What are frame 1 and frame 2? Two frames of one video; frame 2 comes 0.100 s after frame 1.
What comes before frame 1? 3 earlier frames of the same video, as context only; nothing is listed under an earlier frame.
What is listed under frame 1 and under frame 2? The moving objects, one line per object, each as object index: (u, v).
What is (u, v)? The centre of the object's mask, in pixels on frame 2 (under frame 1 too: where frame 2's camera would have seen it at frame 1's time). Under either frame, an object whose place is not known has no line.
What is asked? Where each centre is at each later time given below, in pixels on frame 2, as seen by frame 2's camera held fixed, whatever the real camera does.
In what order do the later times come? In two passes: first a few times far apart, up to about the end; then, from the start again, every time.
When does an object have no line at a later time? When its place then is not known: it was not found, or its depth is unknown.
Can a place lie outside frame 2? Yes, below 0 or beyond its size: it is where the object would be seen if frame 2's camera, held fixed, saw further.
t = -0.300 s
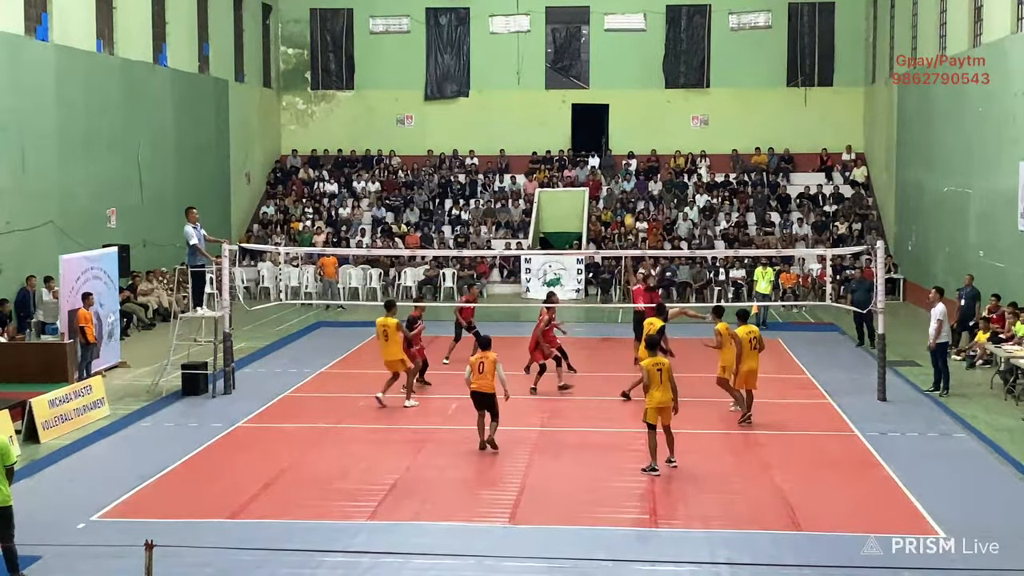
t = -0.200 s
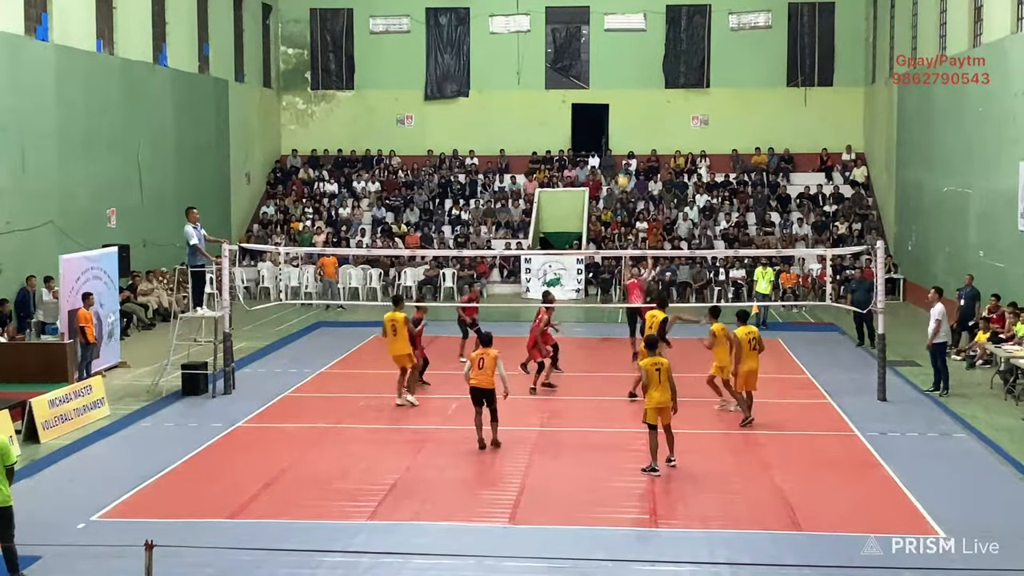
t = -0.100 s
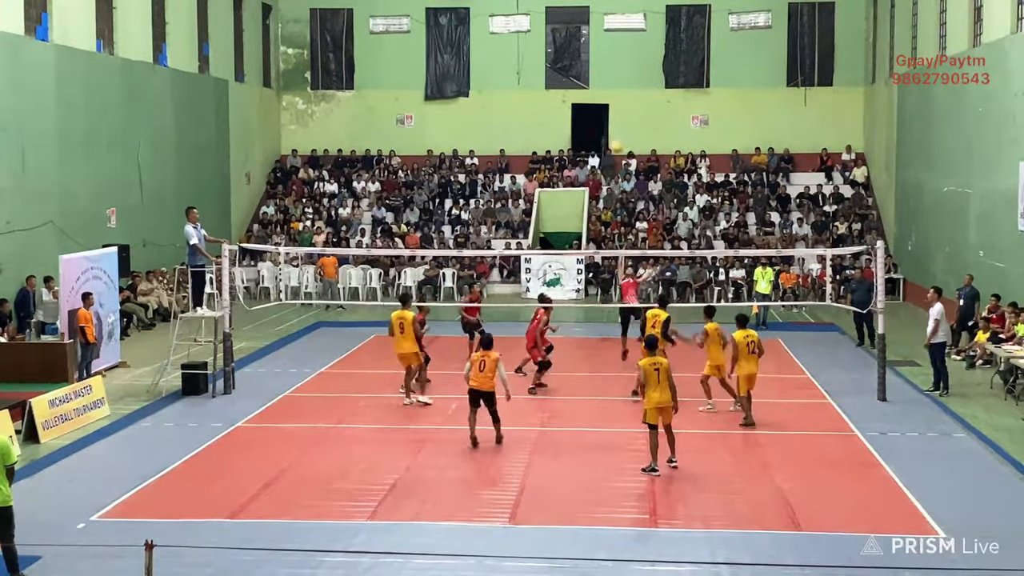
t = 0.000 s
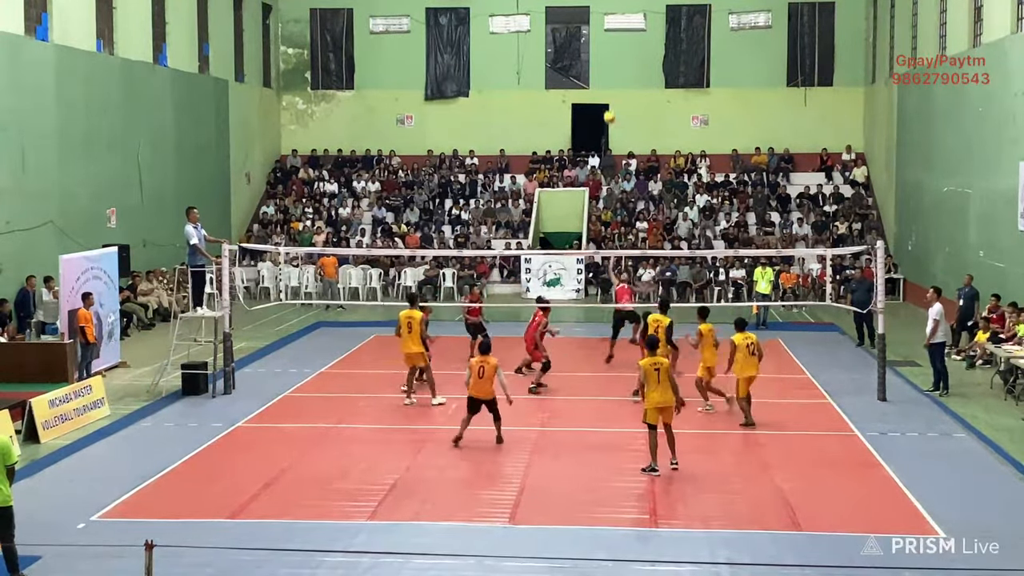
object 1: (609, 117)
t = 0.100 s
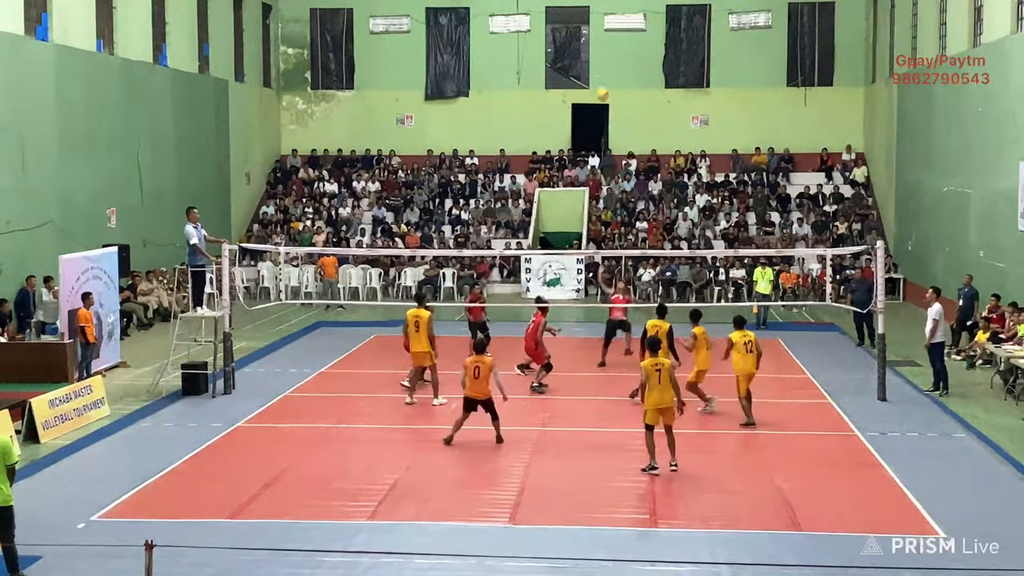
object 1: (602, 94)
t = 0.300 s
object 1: (588, 63)
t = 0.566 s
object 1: (570, 56)
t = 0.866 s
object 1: (549, 94)
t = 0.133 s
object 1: (600, 87)
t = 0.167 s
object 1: (597, 81)
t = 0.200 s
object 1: (595, 76)
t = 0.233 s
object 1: (593, 71)
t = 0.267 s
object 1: (591, 66)
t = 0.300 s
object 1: (588, 63)
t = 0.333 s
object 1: (586, 60)
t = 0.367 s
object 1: (583, 57)
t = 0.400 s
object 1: (582, 56)
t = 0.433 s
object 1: (579, 55)
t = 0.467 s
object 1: (577, 54)
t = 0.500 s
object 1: (575, 54)
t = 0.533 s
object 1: (573, 55)
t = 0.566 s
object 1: (570, 56)
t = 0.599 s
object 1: (568, 57)
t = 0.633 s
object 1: (565, 60)
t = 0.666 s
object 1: (563, 63)
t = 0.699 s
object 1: (561, 67)
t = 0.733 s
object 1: (558, 71)
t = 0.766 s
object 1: (556, 76)
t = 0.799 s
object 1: (553, 81)
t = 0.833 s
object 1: (551, 87)
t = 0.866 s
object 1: (549, 94)
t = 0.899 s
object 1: (547, 101)
